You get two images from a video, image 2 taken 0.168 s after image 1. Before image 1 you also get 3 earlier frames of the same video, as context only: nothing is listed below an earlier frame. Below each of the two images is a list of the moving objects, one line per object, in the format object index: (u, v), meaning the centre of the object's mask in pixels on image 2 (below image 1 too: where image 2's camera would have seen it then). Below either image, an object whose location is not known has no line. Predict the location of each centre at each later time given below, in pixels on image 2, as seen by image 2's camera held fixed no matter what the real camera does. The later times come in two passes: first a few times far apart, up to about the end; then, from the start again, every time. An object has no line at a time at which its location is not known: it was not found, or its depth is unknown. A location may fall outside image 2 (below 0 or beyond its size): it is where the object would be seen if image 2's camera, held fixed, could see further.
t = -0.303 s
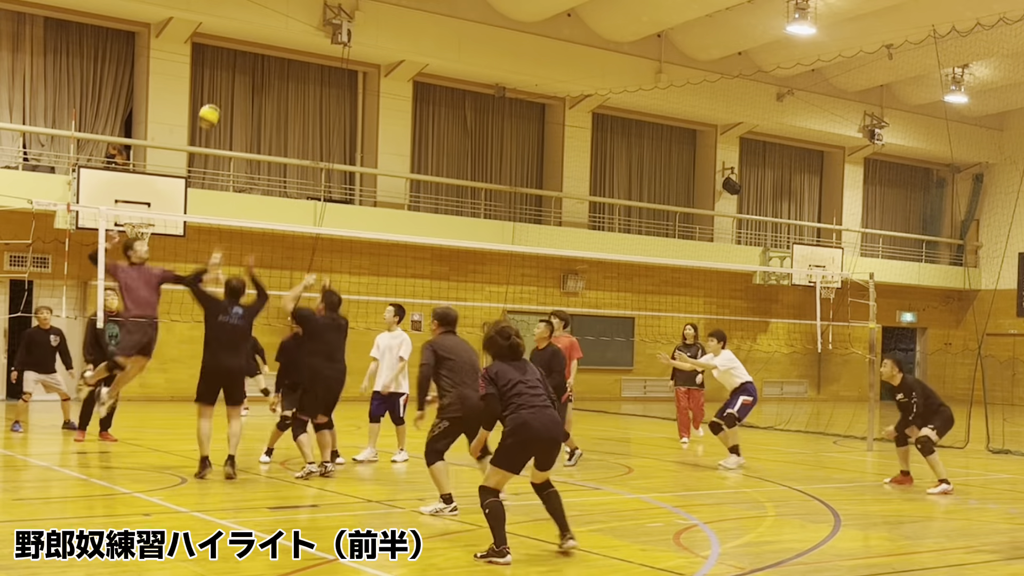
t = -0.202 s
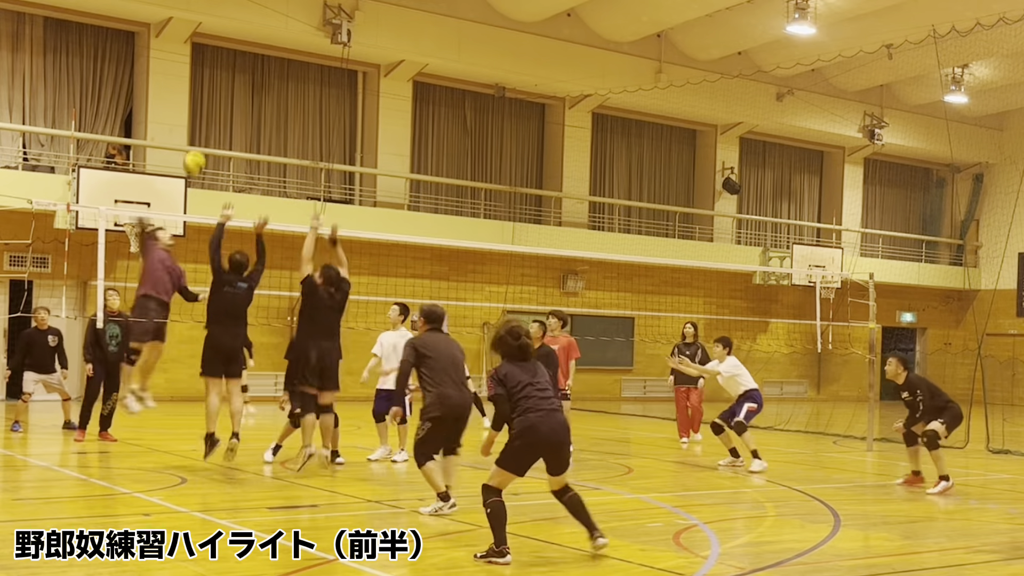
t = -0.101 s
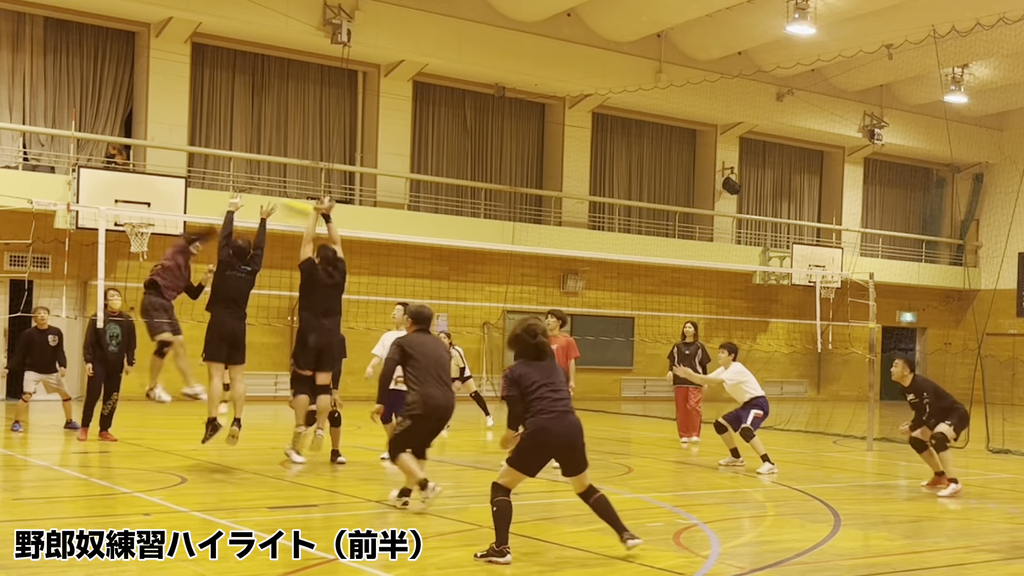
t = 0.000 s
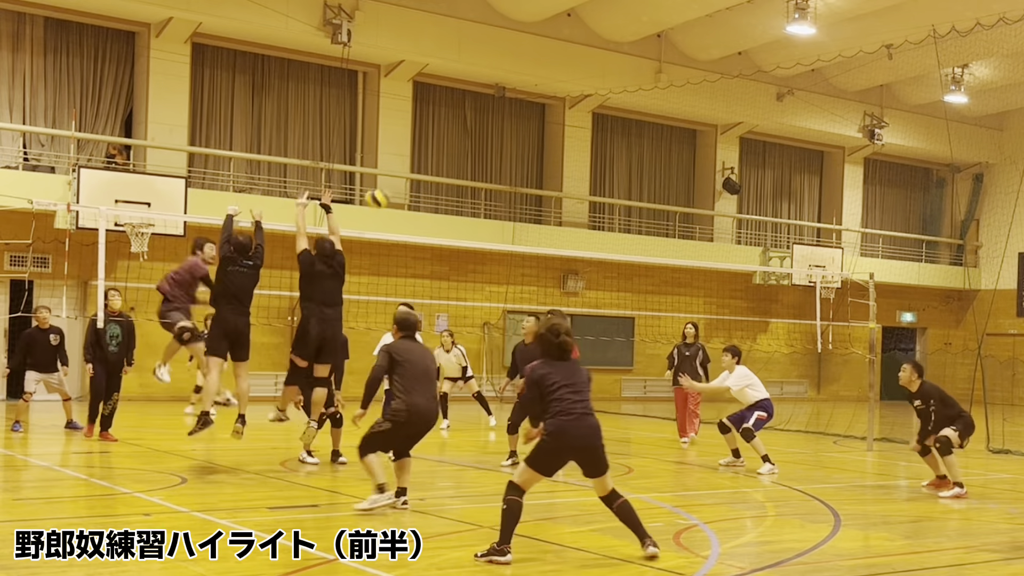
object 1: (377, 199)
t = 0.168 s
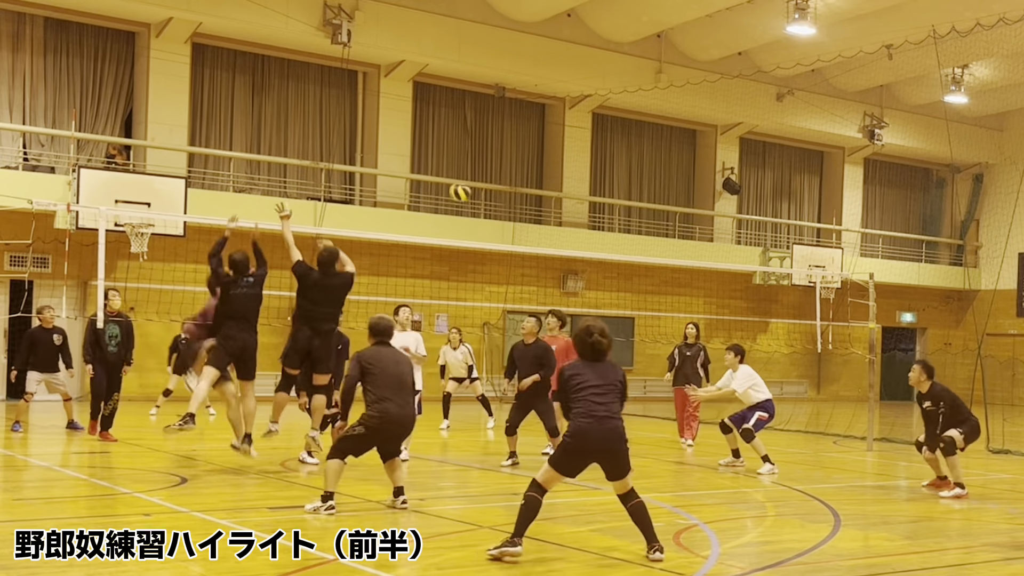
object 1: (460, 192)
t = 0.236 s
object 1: (488, 197)
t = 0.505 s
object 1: (583, 244)
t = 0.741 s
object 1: (648, 312)
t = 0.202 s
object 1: (474, 195)
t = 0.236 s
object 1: (488, 197)
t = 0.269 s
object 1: (501, 200)
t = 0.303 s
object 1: (515, 205)
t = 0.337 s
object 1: (527, 210)
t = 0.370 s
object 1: (538, 216)
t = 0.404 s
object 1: (550, 221)
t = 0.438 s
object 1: (561, 228)
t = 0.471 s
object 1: (572, 236)
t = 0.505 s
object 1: (583, 244)
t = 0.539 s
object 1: (593, 250)
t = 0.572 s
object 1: (603, 263)
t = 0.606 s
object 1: (612, 271)
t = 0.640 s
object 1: (622, 281)
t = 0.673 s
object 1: (631, 291)
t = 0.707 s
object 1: (639, 301)
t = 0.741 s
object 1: (648, 312)
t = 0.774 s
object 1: (656, 323)
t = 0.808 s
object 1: (665, 335)
